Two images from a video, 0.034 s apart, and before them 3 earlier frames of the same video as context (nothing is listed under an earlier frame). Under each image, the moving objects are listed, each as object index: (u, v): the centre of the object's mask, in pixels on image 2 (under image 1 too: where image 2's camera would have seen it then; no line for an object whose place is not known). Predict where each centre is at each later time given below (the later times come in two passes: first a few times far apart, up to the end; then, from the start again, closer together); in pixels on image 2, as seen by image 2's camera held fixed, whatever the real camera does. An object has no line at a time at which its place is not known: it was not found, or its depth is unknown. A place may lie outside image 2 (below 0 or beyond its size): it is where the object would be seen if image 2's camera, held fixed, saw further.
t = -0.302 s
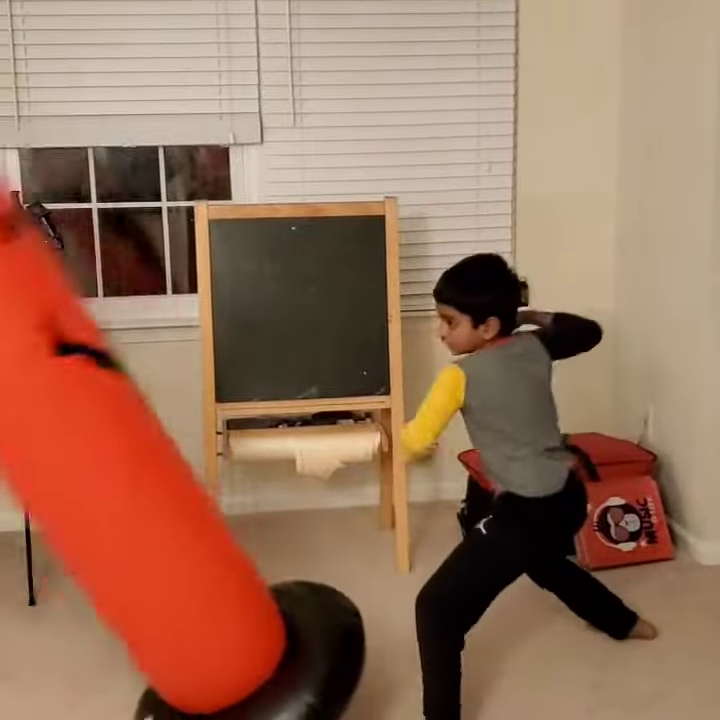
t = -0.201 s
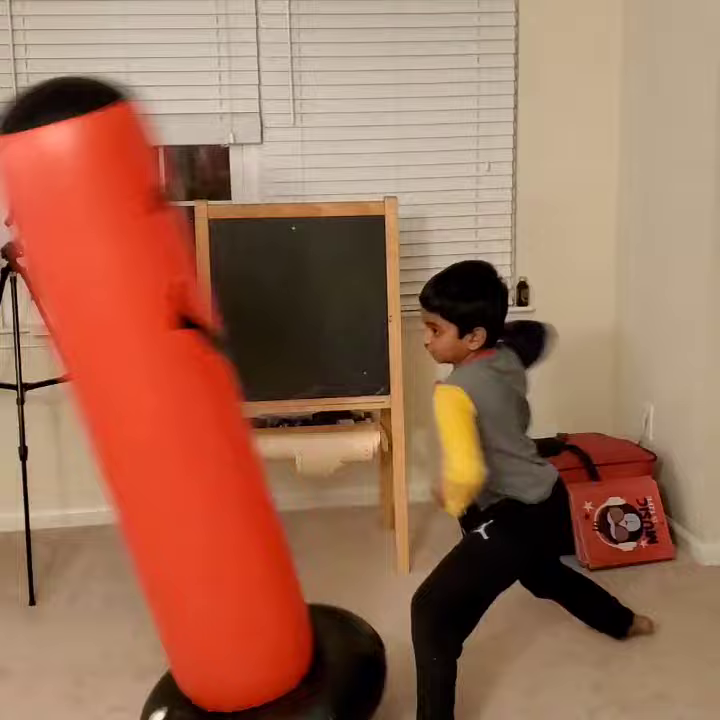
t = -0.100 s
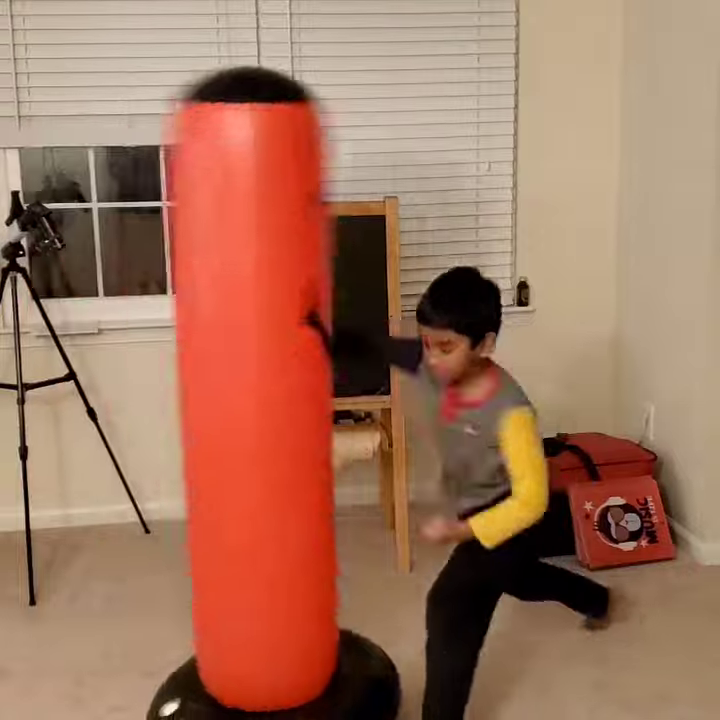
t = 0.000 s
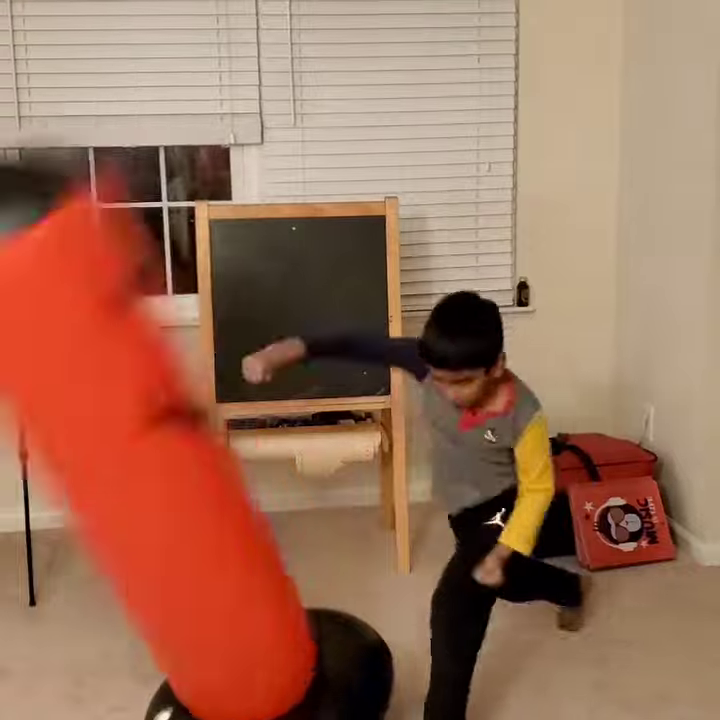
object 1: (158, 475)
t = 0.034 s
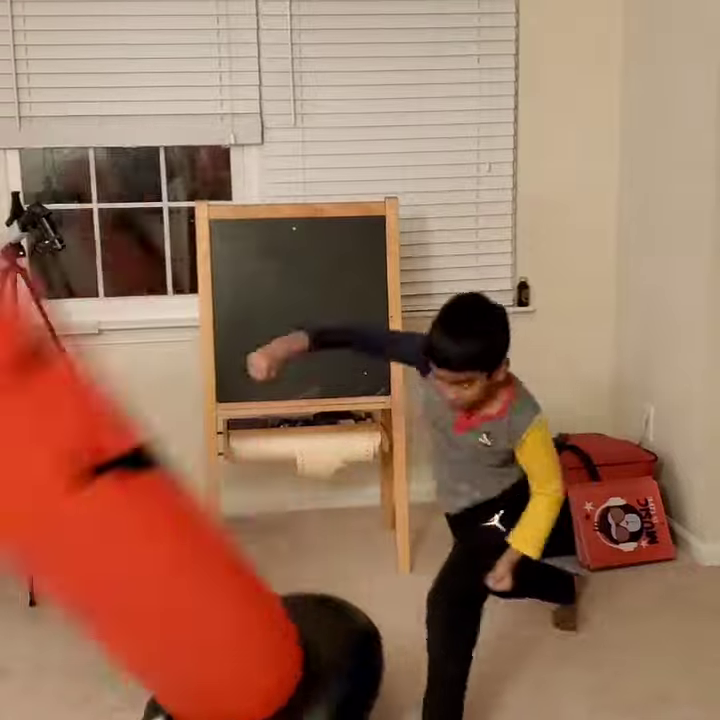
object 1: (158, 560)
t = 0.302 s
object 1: (137, 638)
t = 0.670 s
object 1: (93, 642)
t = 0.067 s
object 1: (164, 604)
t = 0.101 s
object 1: (163, 624)
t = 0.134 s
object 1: (161, 632)
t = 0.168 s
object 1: (157, 636)
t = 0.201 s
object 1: (153, 637)
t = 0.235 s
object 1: (147, 638)
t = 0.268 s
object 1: (142, 638)
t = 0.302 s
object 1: (137, 638)
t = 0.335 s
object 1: (133, 640)
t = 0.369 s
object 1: (129, 640)
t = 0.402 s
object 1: (128, 642)
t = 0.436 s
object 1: (124, 643)
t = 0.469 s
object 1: (119, 643)
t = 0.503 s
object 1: (116, 643)
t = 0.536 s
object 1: (111, 643)
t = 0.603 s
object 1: (100, 643)
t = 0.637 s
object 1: (96, 643)
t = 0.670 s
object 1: (93, 642)
